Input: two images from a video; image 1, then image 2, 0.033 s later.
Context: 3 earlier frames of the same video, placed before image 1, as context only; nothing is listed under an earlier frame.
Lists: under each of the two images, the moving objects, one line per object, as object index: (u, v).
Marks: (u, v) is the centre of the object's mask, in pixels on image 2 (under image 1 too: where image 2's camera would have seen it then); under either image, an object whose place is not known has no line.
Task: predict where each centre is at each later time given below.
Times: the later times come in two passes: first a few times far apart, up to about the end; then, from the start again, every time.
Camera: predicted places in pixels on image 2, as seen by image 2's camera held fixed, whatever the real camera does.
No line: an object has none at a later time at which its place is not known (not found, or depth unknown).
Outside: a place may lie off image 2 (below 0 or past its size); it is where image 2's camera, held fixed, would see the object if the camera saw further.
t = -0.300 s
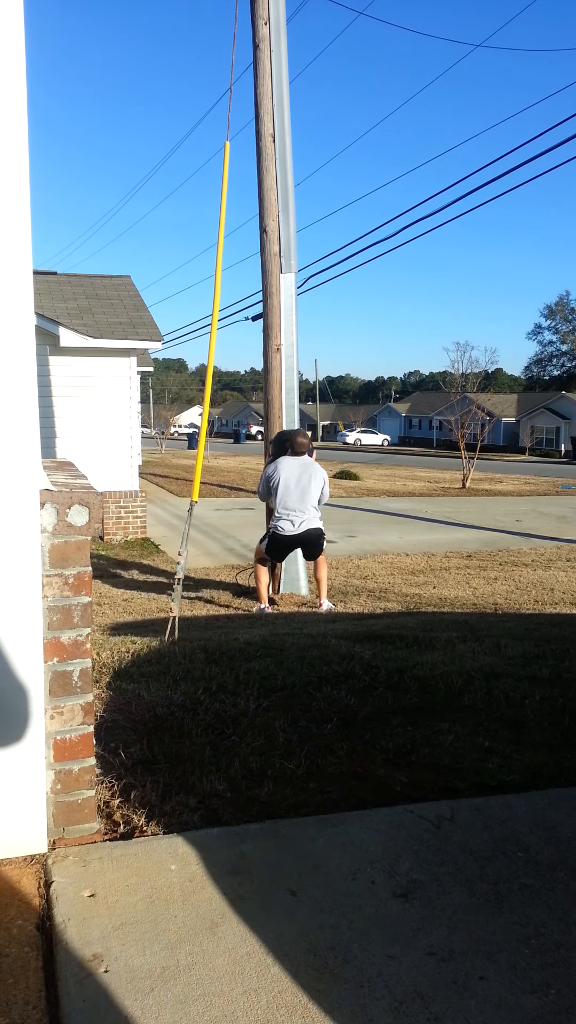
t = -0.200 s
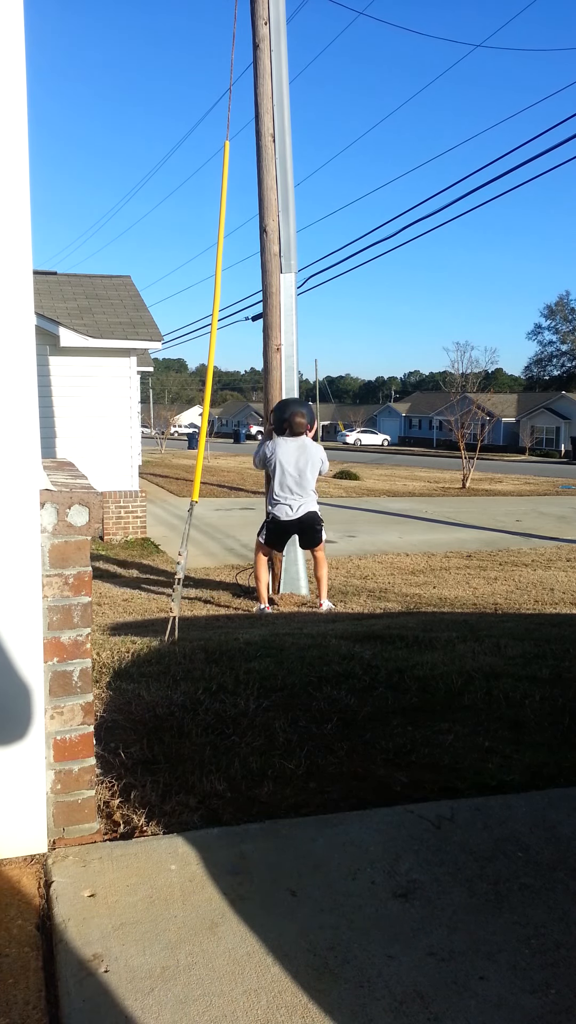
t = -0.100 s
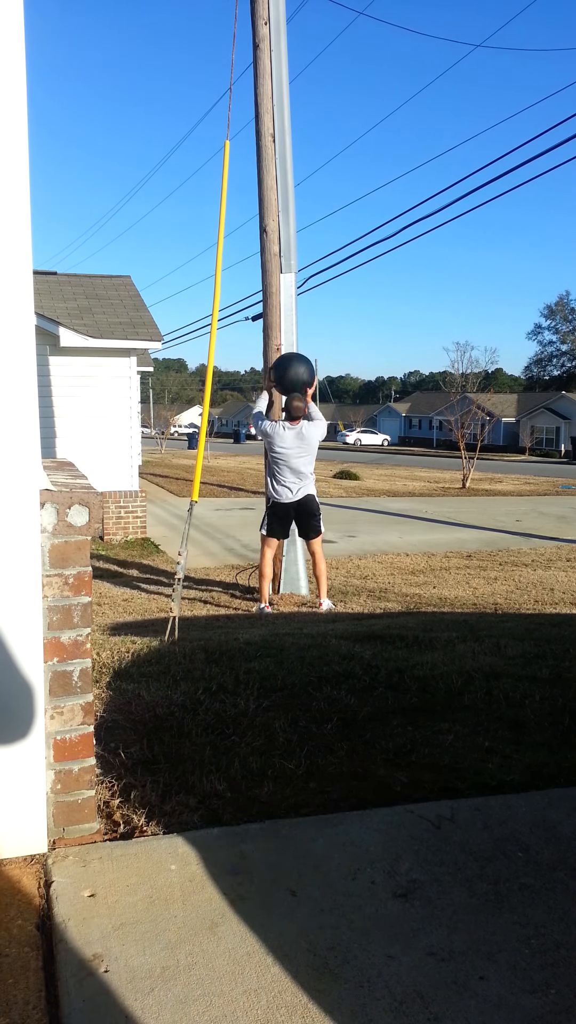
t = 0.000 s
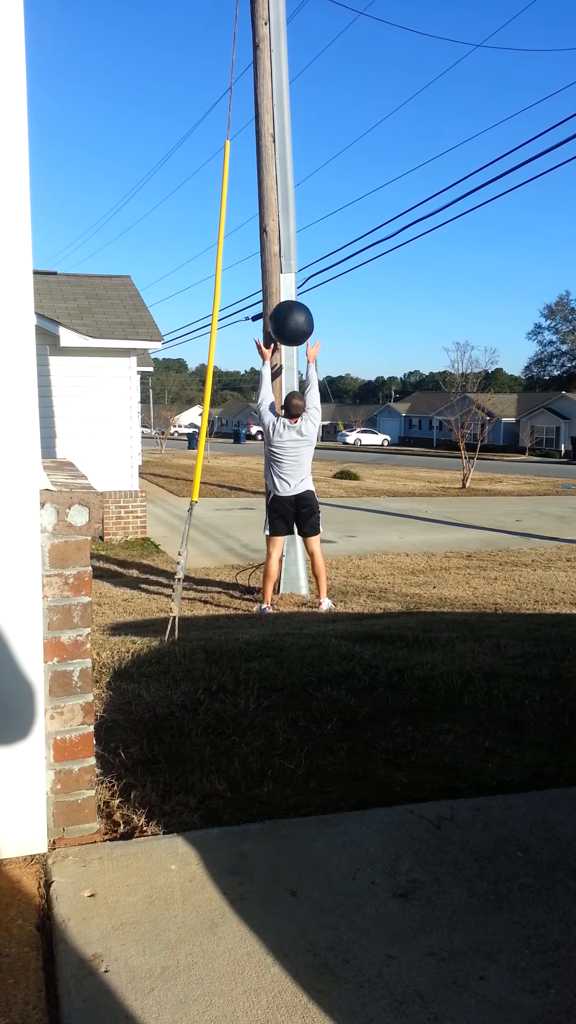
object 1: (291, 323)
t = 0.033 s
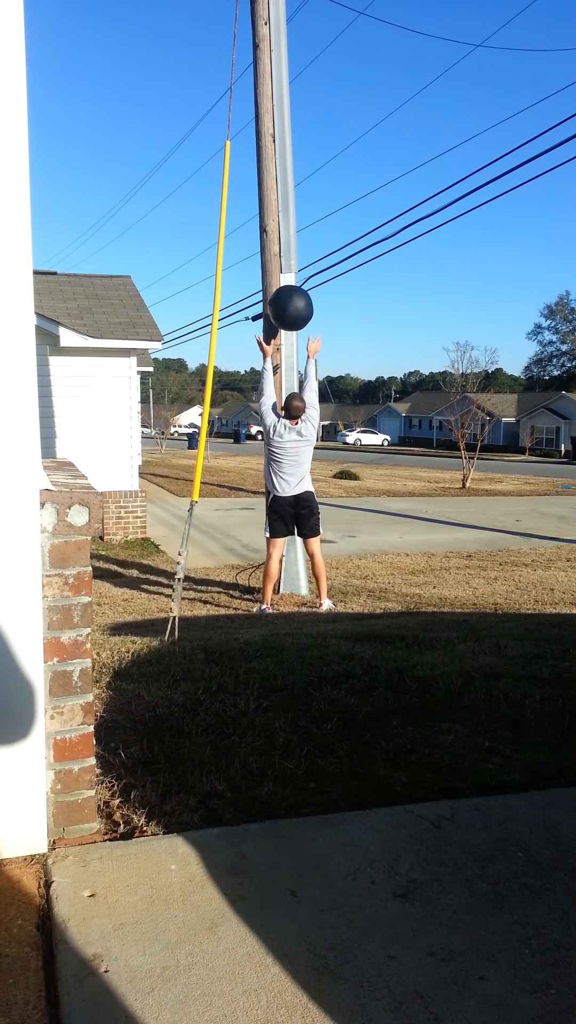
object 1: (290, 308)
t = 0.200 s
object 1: (288, 253)
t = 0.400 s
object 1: (285, 236)
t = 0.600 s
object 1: (289, 263)
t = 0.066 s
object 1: (290, 294)
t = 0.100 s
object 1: (289, 282)
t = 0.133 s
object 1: (288, 271)
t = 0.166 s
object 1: (288, 261)
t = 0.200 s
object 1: (288, 253)
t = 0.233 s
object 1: (287, 247)
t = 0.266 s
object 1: (286, 242)
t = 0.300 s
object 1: (286, 238)
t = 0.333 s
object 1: (286, 236)
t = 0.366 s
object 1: (285, 235)
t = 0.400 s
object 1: (285, 236)
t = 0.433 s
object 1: (285, 237)
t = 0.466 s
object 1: (286, 240)
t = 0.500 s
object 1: (286, 243)
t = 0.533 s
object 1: (287, 249)
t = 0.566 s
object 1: (288, 255)
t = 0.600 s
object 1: (289, 263)
